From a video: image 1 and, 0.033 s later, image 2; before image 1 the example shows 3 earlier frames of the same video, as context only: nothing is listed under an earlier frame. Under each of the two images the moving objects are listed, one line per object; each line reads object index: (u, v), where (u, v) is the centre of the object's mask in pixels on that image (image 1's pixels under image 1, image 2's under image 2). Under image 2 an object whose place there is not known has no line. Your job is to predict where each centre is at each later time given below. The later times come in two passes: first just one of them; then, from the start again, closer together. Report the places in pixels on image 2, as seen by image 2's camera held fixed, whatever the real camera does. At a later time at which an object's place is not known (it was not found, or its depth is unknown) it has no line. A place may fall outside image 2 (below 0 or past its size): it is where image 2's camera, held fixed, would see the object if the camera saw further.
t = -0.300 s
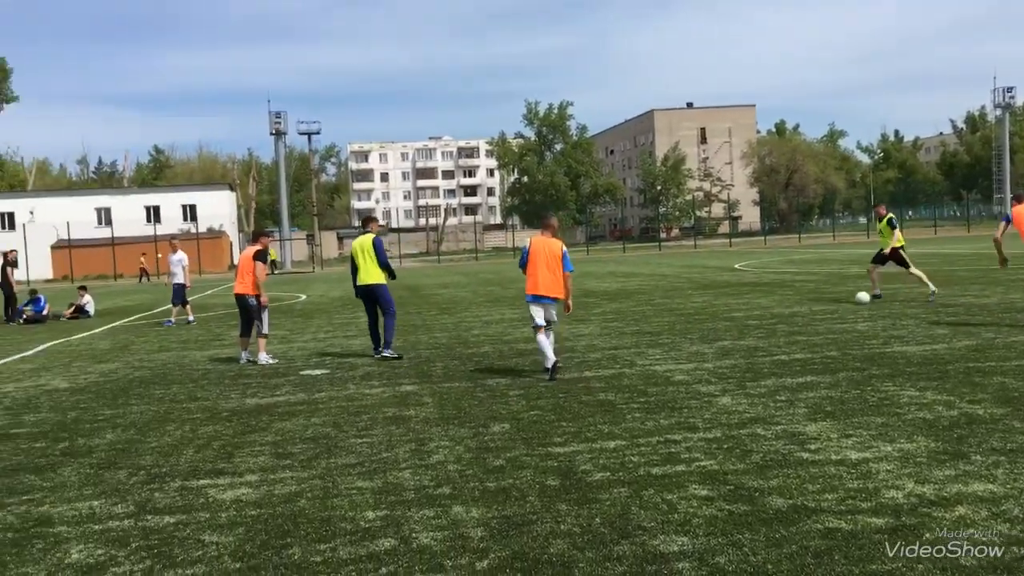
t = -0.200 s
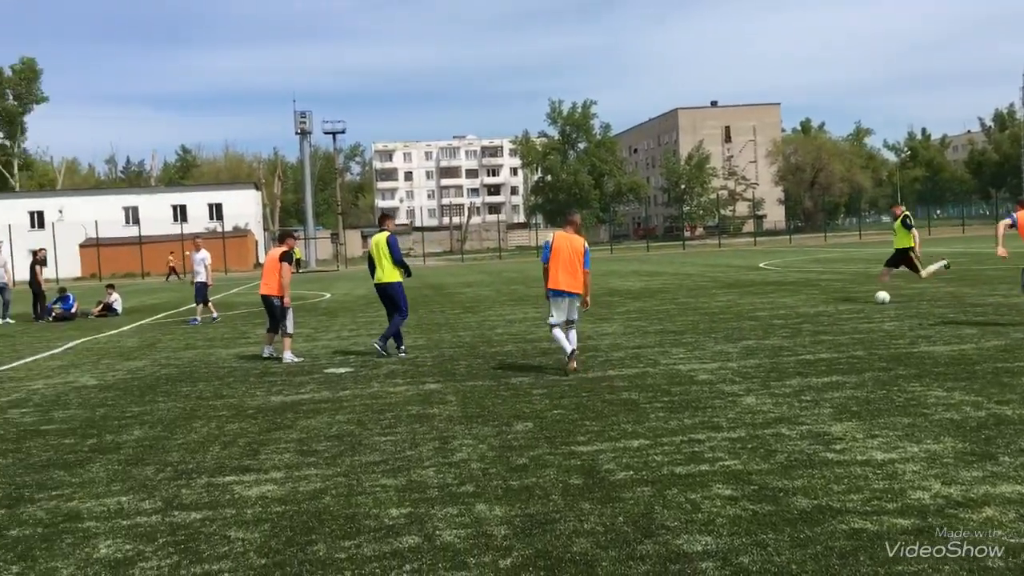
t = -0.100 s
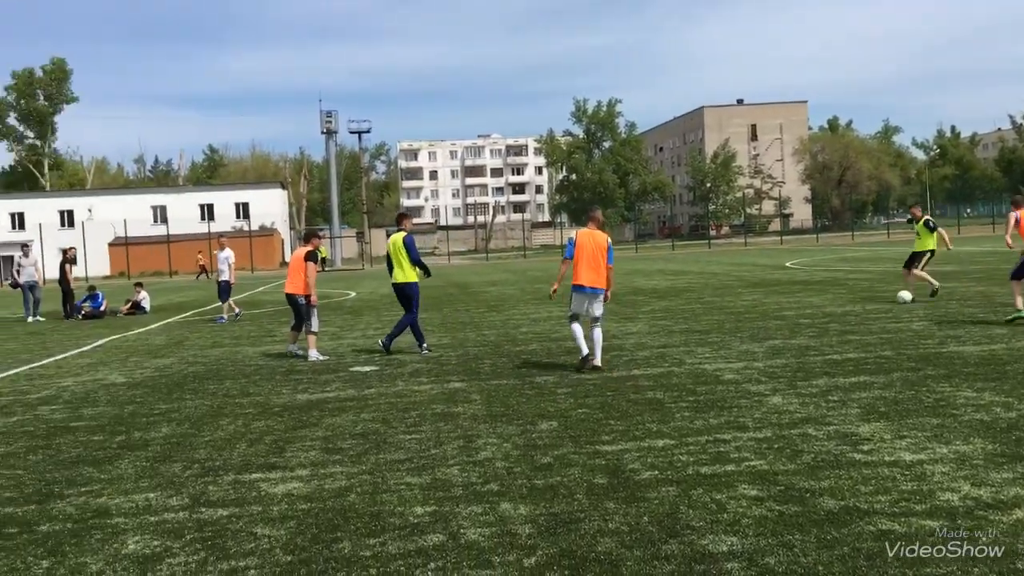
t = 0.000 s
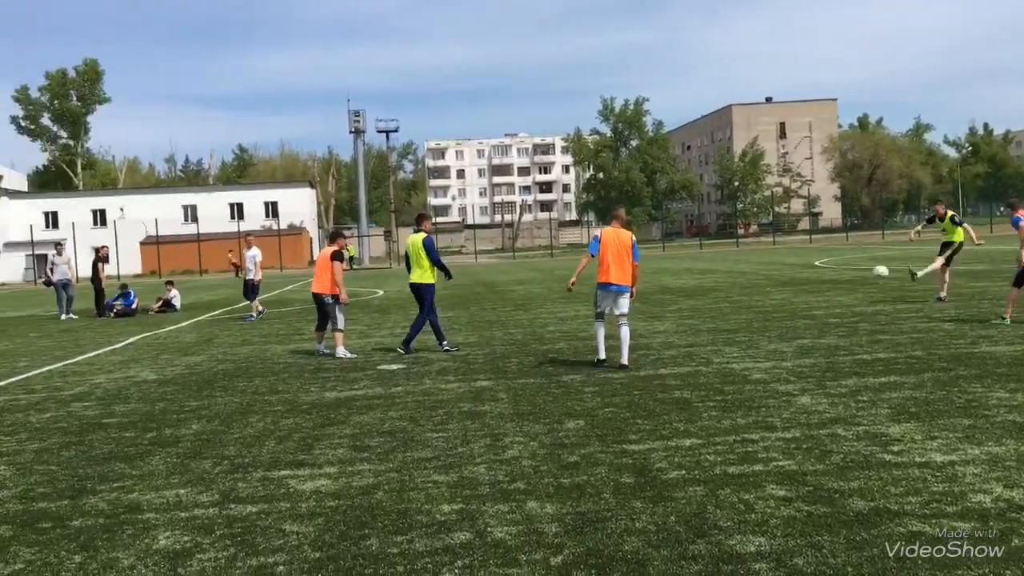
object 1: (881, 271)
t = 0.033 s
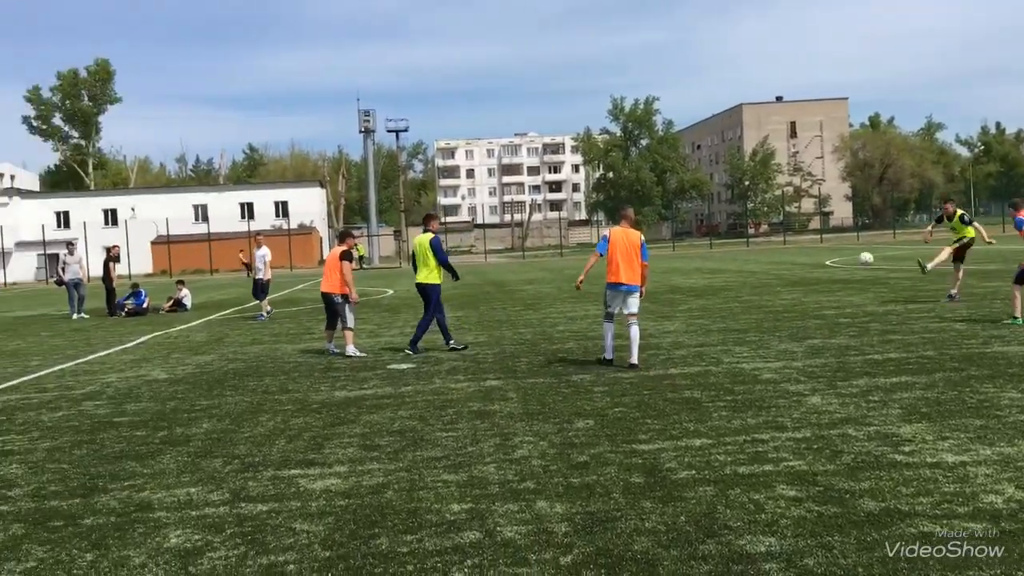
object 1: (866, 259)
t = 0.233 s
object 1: (708, 193)
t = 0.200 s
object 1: (735, 202)
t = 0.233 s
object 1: (708, 193)
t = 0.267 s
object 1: (684, 183)
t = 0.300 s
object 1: (658, 174)
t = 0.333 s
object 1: (632, 166)
